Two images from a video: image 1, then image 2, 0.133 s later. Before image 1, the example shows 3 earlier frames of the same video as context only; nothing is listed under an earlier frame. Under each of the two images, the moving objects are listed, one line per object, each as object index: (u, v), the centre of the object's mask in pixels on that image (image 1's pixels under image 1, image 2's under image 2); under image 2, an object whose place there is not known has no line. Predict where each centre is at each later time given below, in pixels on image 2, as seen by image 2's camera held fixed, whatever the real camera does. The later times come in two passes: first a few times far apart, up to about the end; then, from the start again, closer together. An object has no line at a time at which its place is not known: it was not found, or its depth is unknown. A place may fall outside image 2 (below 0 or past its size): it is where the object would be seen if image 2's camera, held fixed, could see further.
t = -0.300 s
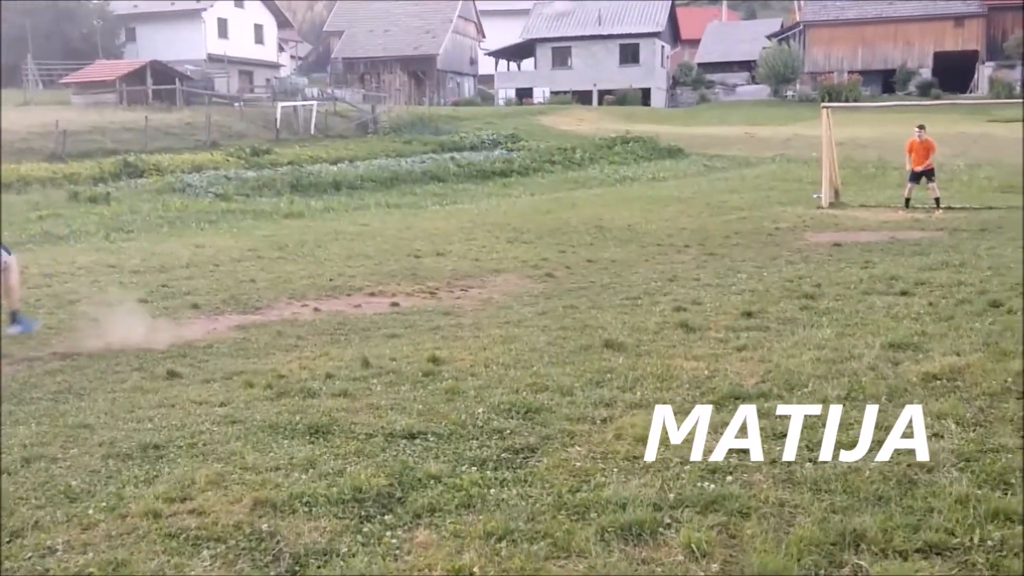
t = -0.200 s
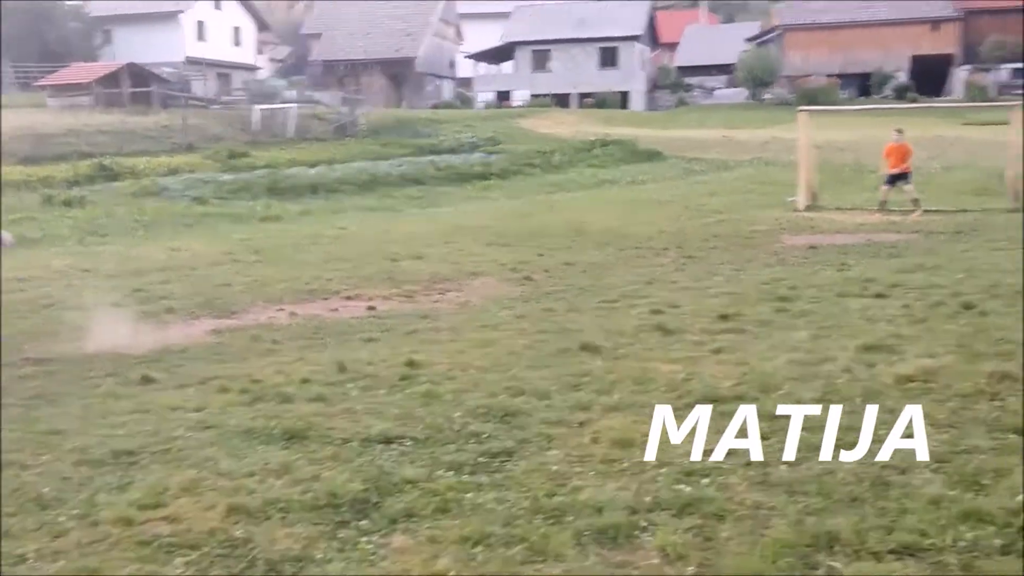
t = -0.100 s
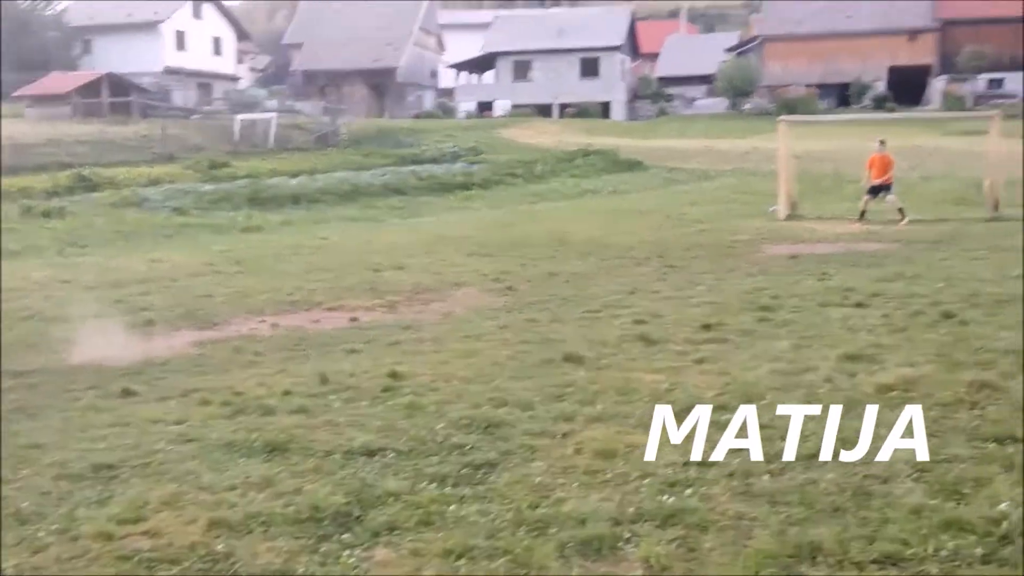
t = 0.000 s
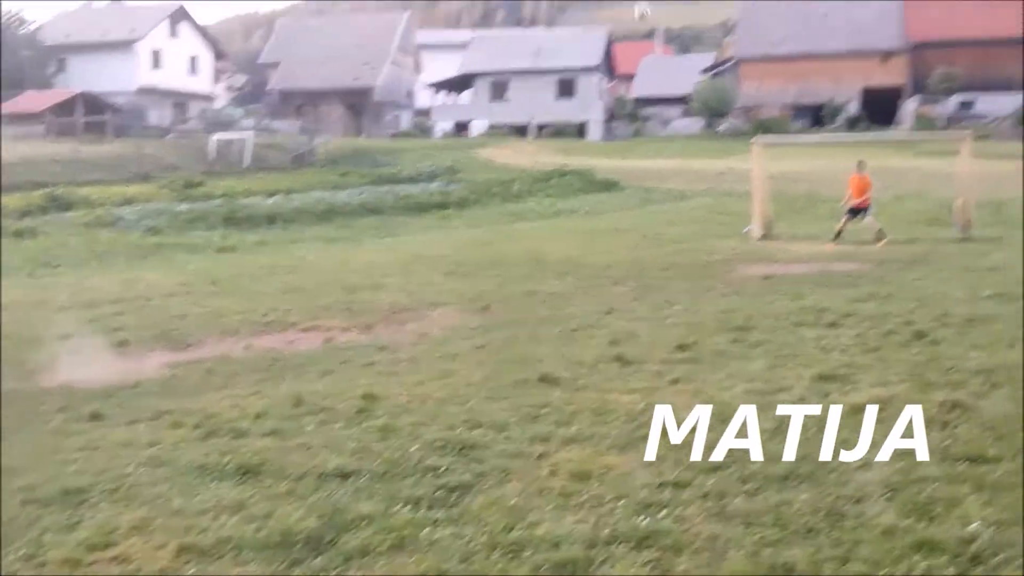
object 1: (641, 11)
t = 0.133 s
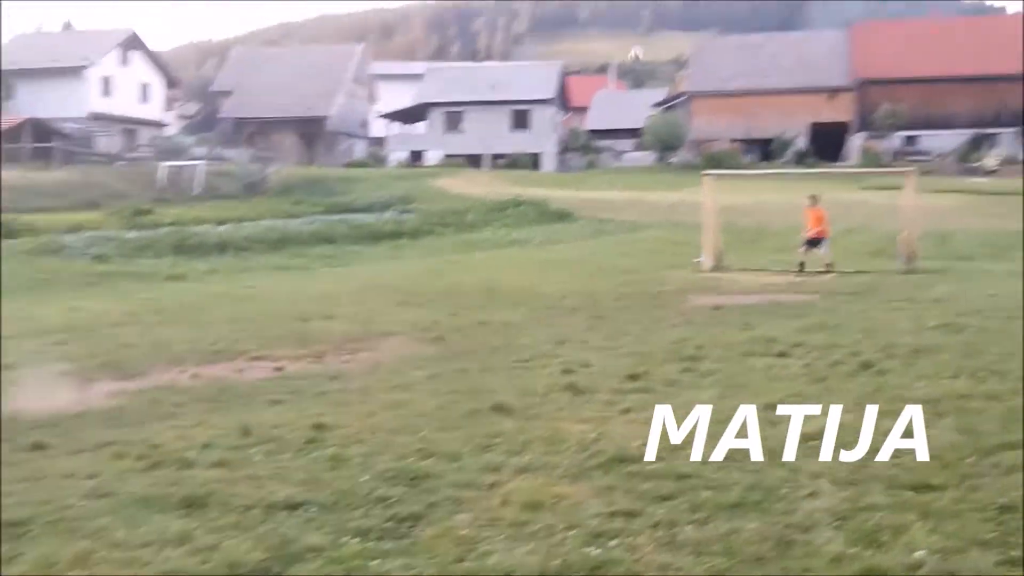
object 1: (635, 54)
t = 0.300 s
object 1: (675, 76)
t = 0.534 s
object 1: (713, 121)
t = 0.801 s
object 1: (742, 183)
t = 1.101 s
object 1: (765, 237)
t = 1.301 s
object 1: (775, 200)
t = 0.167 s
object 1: (644, 57)
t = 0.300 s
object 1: (675, 76)
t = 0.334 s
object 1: (680, 80)
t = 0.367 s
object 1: (687, 87)
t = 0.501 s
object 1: (708, 113)
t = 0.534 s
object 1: (713, 121)
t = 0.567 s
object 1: (717, 127)
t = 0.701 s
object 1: (732, 159)
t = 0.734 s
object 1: (735, 165)
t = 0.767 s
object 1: (739, 176)
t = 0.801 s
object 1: (742, 183)
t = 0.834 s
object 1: (746, 191)
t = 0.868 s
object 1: (748, 200)
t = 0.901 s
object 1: (752, 209)
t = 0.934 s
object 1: (754, 217)
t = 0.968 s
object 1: (757, 227)
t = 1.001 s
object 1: (759, 236)
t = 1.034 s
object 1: (761, 244)
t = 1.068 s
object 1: (762, 244)
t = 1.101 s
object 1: (765, 237)
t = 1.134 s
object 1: (767, 230)
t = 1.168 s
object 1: (769, 223)
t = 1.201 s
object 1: (770, 217)
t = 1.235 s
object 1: (772, 211)
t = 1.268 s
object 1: (776, 204)
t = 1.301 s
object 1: (775, 200)
